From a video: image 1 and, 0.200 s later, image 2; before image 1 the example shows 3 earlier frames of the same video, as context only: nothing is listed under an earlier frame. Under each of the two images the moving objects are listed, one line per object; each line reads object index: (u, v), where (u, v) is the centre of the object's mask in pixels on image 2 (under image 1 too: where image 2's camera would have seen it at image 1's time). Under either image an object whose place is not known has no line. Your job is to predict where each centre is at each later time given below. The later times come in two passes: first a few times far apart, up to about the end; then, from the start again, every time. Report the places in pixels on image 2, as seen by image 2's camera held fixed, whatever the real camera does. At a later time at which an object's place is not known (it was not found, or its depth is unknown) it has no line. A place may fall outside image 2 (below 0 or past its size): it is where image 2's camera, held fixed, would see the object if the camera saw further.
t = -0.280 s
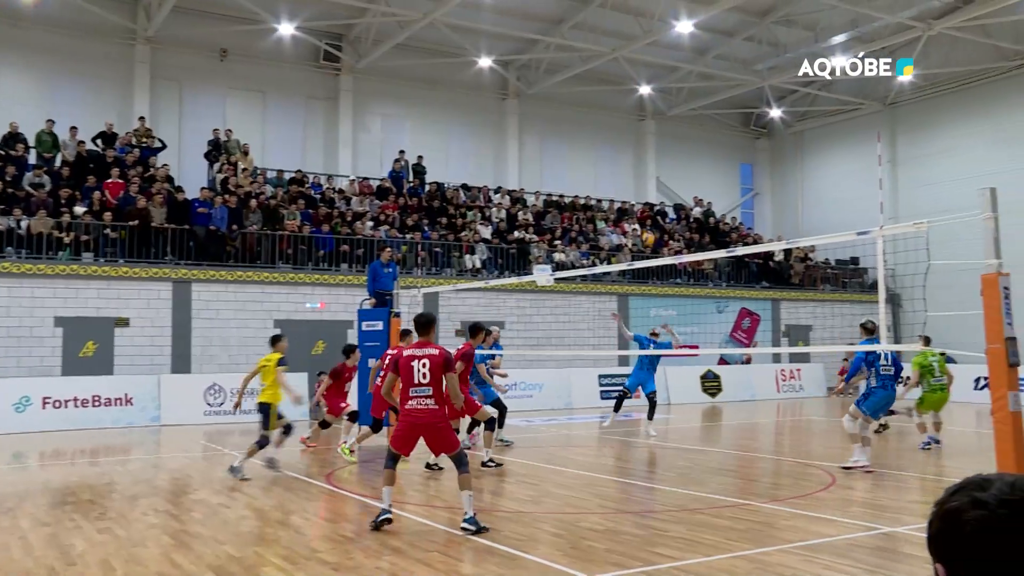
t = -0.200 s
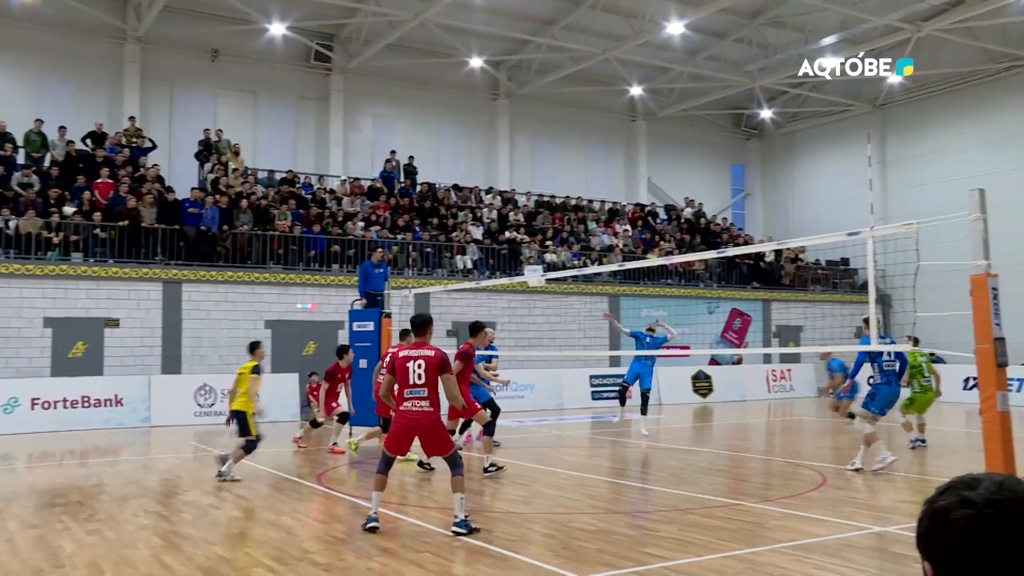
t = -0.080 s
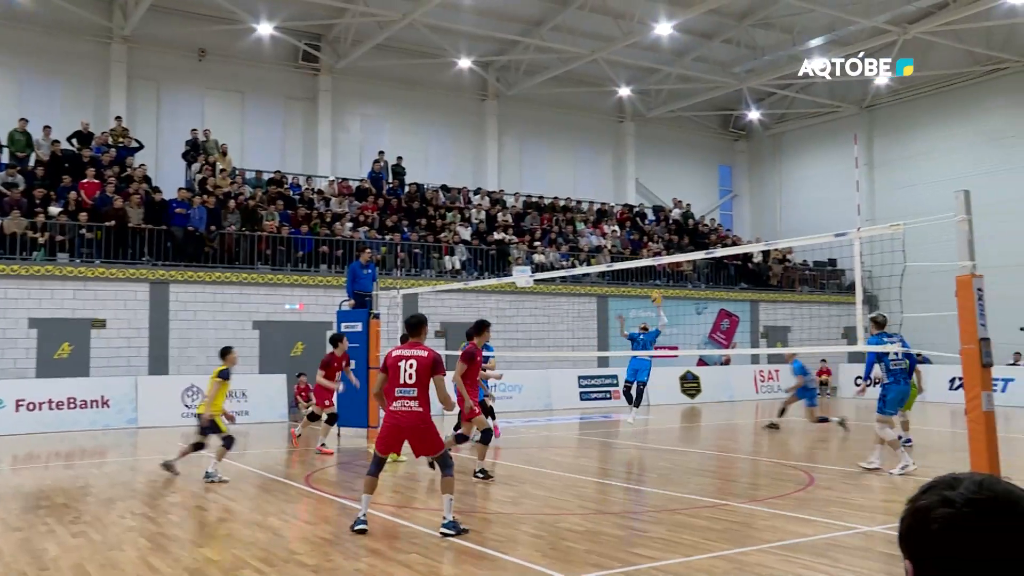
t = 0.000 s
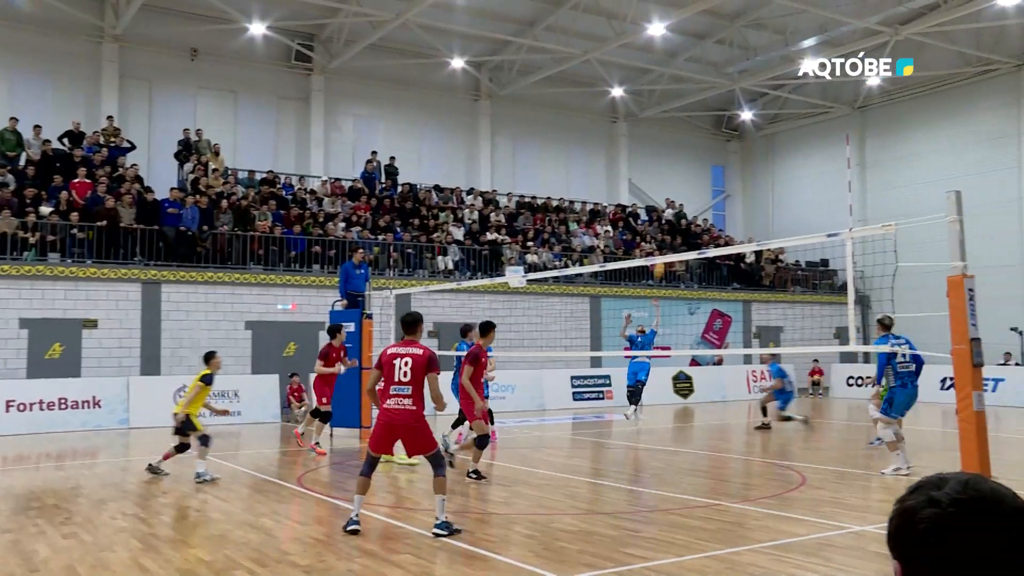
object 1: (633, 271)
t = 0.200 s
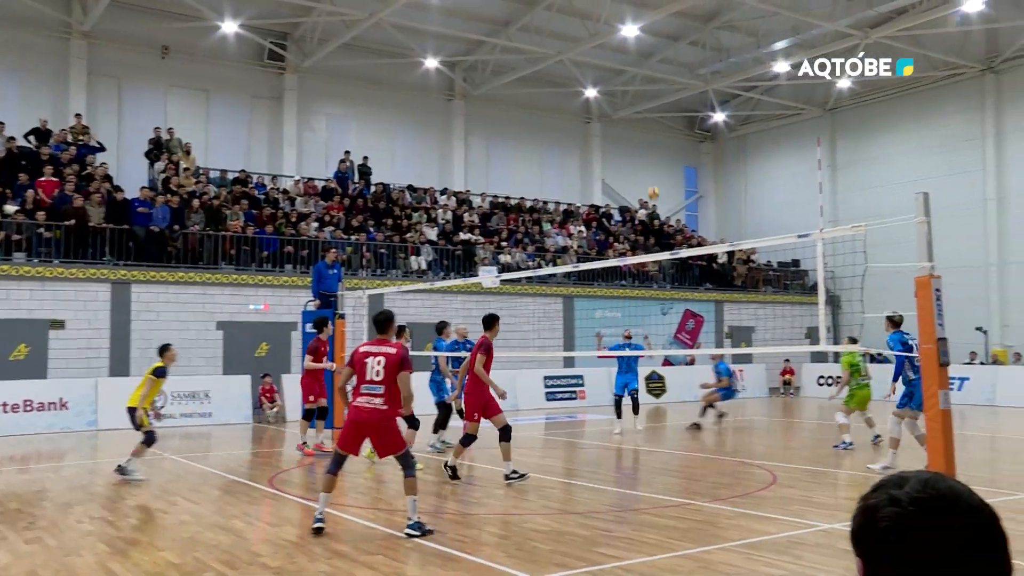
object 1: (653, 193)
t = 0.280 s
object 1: (661, 169)
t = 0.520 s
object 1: (687, 119)
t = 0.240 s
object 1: (657, 181)
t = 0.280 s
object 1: (661, 169)
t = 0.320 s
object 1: (665, 158)
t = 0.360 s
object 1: (670, 148)
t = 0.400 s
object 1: (673, 139)
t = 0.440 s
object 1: (678, 131)
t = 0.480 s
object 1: (682, 124)
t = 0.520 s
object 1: (687, 119)
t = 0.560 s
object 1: (691, 114)
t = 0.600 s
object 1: (695, 109)
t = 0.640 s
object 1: (699, 106)
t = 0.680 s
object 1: (704, 103)
